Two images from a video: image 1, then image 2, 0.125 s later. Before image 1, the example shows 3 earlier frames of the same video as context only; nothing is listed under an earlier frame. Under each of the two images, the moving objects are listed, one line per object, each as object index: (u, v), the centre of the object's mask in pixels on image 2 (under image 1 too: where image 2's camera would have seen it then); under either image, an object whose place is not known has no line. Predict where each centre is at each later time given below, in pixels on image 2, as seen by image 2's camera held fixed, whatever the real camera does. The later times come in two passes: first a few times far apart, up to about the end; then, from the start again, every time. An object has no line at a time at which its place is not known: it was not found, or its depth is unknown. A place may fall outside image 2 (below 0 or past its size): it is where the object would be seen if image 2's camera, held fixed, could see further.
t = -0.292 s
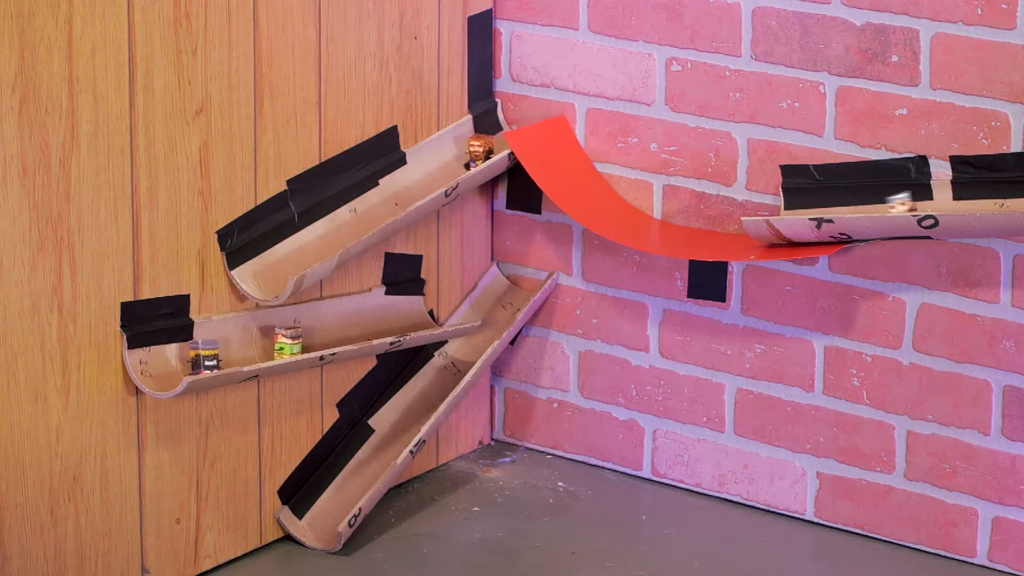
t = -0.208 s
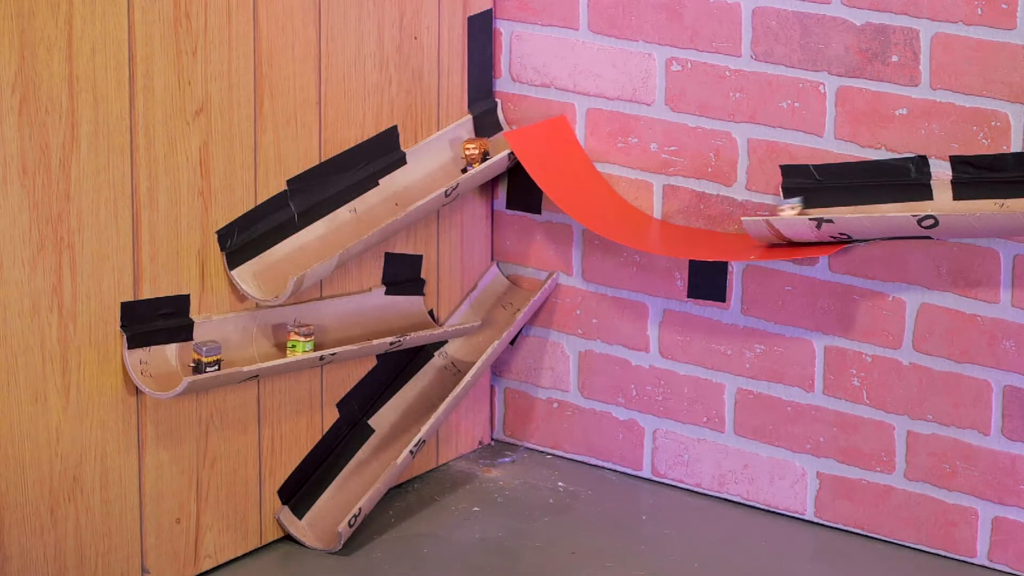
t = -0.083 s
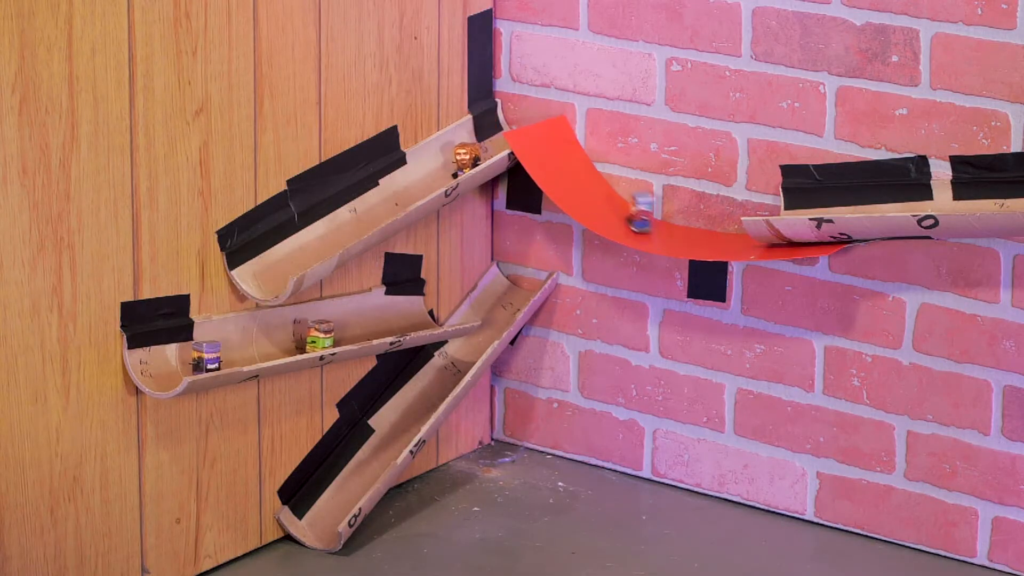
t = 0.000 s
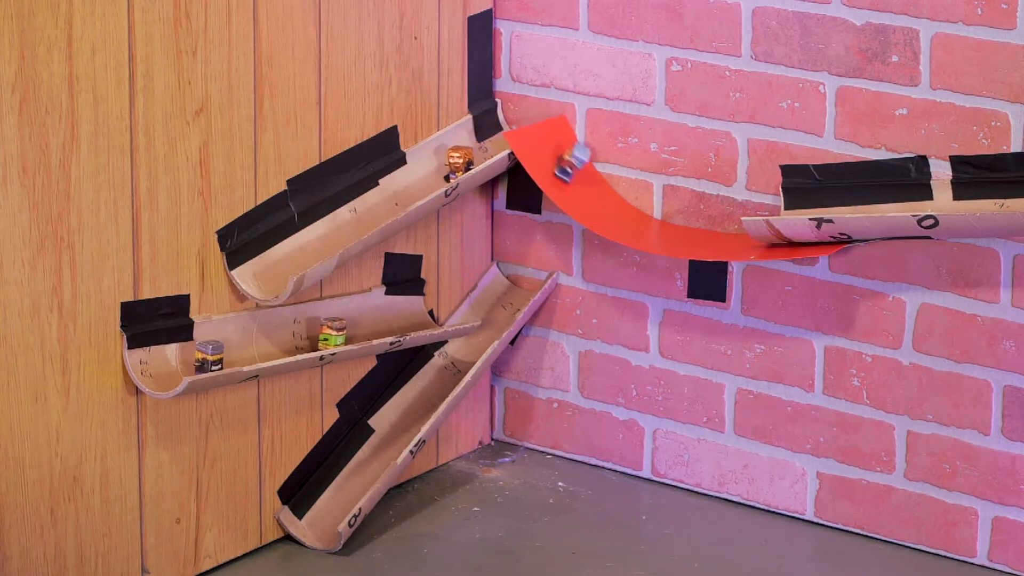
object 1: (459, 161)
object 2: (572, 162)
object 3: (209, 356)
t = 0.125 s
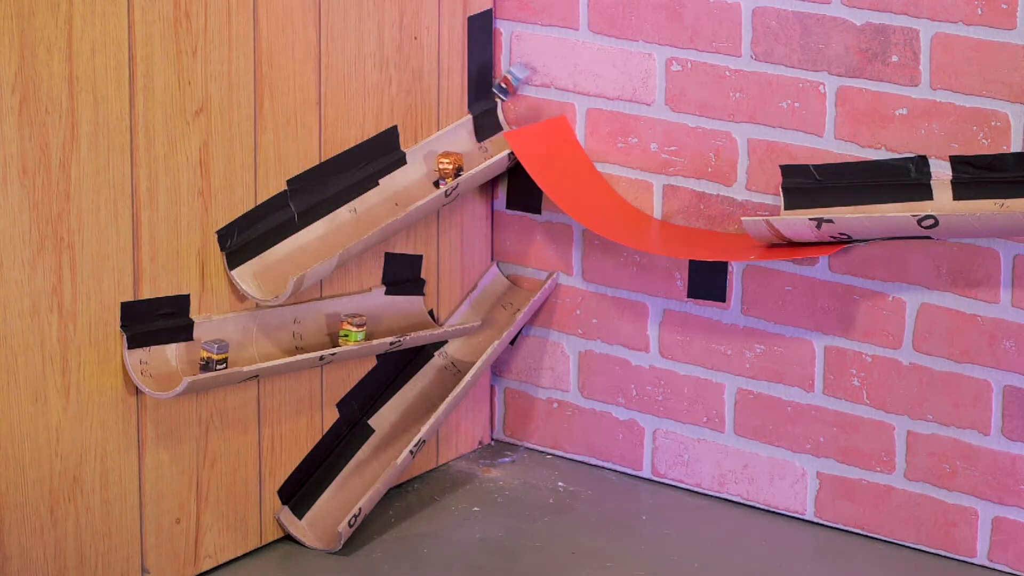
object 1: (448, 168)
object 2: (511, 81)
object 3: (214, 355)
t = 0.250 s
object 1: (436, 175)
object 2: (485, 69)
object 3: (221, 354)
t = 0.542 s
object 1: (395, 198)
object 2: (467, 151)
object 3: (241, 350)
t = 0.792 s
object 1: (349, 225)
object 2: (462, 160)
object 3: (262, 347)
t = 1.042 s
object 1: (290, 259)
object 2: (434, 176)
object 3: (288, 341)
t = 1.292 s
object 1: (248, 325)
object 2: (399, 197)
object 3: (317, 335)
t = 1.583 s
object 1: (237, 351)
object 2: (336, 232)
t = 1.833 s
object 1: (253, 349)
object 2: (270, 275)
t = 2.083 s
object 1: (269, 345)
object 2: (214, 355)
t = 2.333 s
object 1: (297, 340)
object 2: (204, 358)
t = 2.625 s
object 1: (331, 333)
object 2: (210, 357)
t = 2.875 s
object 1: (366, 326)
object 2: (217, 355)
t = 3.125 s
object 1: (402, 319)
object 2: (229, 353)
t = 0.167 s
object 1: (445, 170)
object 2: (493, 69)
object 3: (216, 355)
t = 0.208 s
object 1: (440, 172)
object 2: (479, 65)
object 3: (218, 355)
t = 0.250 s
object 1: (436, 175)
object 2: (485, 69)
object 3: (221, 354)
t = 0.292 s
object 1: (430, 178)
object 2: (488, 78)
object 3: (224, 354)
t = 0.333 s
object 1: (424, 182)
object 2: (491, 99)
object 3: (226, 353)
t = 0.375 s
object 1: (419, 185)
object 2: (490, 135)
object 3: (229, 353)
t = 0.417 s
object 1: (414, 188)
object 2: (489, 148)
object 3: (232, 352)
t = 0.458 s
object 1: (407, 192)
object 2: (478, 148)
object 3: (235, 351)
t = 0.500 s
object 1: (402, 195)
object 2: (471, 151)
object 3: (238, 351)
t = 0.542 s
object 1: (395, 198)
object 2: (467, 151)
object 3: (241, 350)
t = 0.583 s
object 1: (388, 203)
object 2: (465, 153)
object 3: (244, 350)
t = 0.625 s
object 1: (381, 207)
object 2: (463, 153)
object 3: (248, 349)
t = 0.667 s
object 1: (374, 211)
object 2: (470, 156)
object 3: (251, 349)
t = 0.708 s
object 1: (366, 216)
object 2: (469, 157)
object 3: (254, 348)
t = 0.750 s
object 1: (358, 220)
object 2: (466, 158)
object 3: (258, 347)
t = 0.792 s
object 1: (349, 225)
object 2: (462, 160)
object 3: (262, 347)
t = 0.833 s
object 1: (340, 230)
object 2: (458, 163)
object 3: (266, 346)
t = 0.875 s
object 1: (331, 235)
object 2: (454, 165)
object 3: (270, 345)
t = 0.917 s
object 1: (321, 241)
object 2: (449, 168)
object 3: (274, 344)
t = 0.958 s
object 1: (311, 247)
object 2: (444, 170)
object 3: (279, 343)
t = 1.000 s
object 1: (302, 252)
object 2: (439, 173)
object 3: (284, 342)
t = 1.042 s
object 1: (290, 259)
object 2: (434, 176)
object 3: (288, 341)
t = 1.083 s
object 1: (280, 267)
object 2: (429, 179)
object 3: (293, 340)
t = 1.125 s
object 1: (271, 274)
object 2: (423, 182)
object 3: (297, 339)
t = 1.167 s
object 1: (263, 278)
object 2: (418, 186)
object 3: (302, 338)
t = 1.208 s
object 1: (258, 287)
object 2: (412, 189)
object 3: (307, 337)
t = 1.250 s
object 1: (251, 303)
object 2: (406, 192)
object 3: (310, 337)
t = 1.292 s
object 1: (248, 325)
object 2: (399, 197)
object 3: (317, 335)
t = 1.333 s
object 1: (243, 348)
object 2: (392, 201)
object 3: (322, 334)
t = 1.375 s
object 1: (231, 357)
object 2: (383, 206)
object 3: (327, 334)
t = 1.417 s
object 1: (228, 352)
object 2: (375, 211)
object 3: (333, 333)
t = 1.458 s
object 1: (227, 349)
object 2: (366, 216)
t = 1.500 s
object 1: (229, 351)
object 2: (356, 221)
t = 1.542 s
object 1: (232, 351)
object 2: (346, 227)
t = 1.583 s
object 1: (237, 351)
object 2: (336, 232)
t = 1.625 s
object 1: (241, 350)
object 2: (325, 239)
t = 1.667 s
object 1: (245, 350)
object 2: (315, 245)
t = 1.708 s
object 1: (249, 350)
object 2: (304, 251)
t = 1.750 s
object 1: (250, 350)
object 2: (291, 260)
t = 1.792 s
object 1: (252, 350)
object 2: (280, 268)
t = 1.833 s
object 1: (253, 349)
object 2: (270, 275)
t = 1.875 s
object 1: (254, 348)
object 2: (257, 280)
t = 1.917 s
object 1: (255, 348)
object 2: (243, 290)
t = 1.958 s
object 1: (257, 347)
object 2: (229, 316)
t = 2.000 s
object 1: (260, 346)
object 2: (215, 347)
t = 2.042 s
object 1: (263, 346)
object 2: (211, 355)
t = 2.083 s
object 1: (269, 345)
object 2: (214, 355)
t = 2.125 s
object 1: (273, 344)
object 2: (209, 357)
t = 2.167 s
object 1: (278, 343)
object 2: (204, 357)
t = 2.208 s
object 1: (283, 342)
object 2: (203, 357)
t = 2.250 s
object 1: (288, 341)
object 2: (204, 358)
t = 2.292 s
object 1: (293, 341)
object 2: (203, 358)
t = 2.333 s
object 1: (297, 340)
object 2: (204, 358)
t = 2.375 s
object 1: (302, 339)
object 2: (204, 358)
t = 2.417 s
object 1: (306, 338)
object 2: (204, 357)
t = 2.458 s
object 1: (310, 337)
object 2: (205, 358)
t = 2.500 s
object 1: (314, 336)
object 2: (206, 358)
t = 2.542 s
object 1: (320, 335)
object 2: (207, 357)
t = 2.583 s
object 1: (325, 334)
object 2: (208, 357)
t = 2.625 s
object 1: (331, 333)
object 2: (210, 357)
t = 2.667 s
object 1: (336, 331)
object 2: (211, 357)
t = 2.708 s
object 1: (342, 331)
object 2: (212, 357)
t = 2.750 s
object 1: (348, 329)
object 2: (213, 357)
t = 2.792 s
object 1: (354, 328)
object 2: (214, 356)
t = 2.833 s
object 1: (359, 327)
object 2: (216, 356)
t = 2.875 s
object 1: (366, 326)
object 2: (217, 355)
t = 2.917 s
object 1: (372, 325)
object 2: (219, 355)
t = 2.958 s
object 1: (377, 324)
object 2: (221, 355)
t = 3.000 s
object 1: (383, 323)
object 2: (223, 354)
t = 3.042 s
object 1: (389, 322)
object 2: (225, 354)
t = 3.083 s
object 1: (396, 320)
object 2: (227, 353)
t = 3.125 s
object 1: (402, 319)
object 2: (229, 353)
